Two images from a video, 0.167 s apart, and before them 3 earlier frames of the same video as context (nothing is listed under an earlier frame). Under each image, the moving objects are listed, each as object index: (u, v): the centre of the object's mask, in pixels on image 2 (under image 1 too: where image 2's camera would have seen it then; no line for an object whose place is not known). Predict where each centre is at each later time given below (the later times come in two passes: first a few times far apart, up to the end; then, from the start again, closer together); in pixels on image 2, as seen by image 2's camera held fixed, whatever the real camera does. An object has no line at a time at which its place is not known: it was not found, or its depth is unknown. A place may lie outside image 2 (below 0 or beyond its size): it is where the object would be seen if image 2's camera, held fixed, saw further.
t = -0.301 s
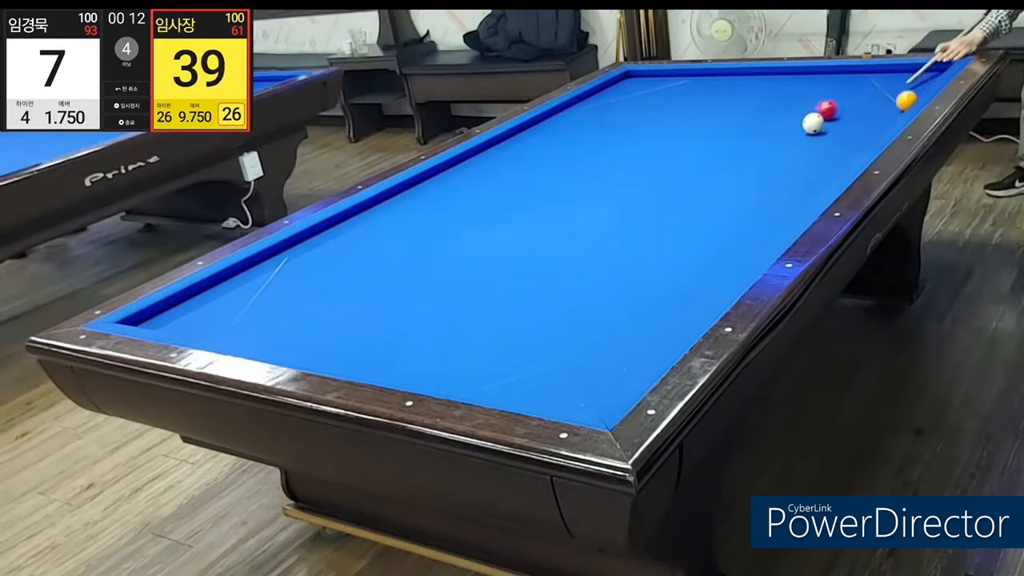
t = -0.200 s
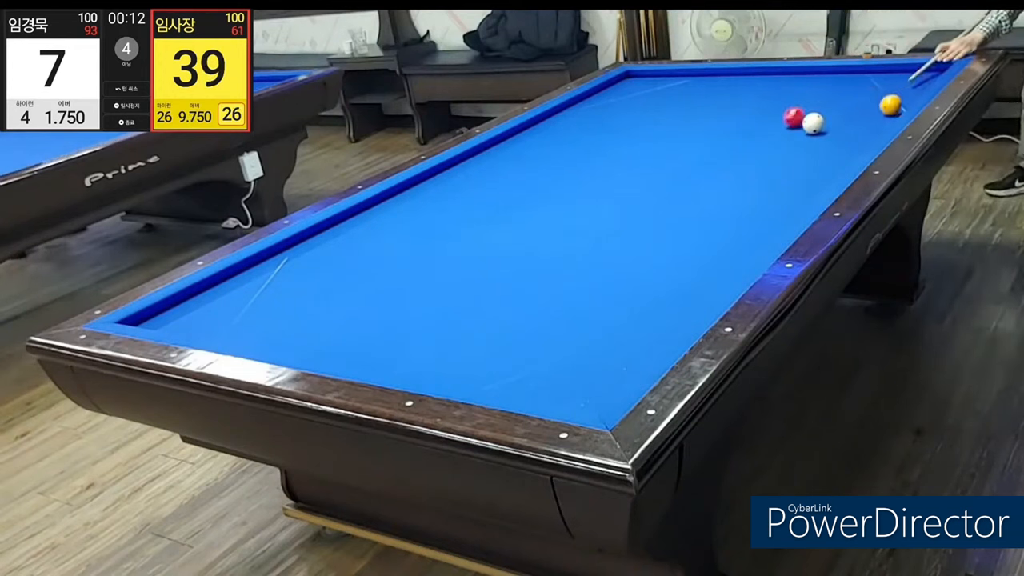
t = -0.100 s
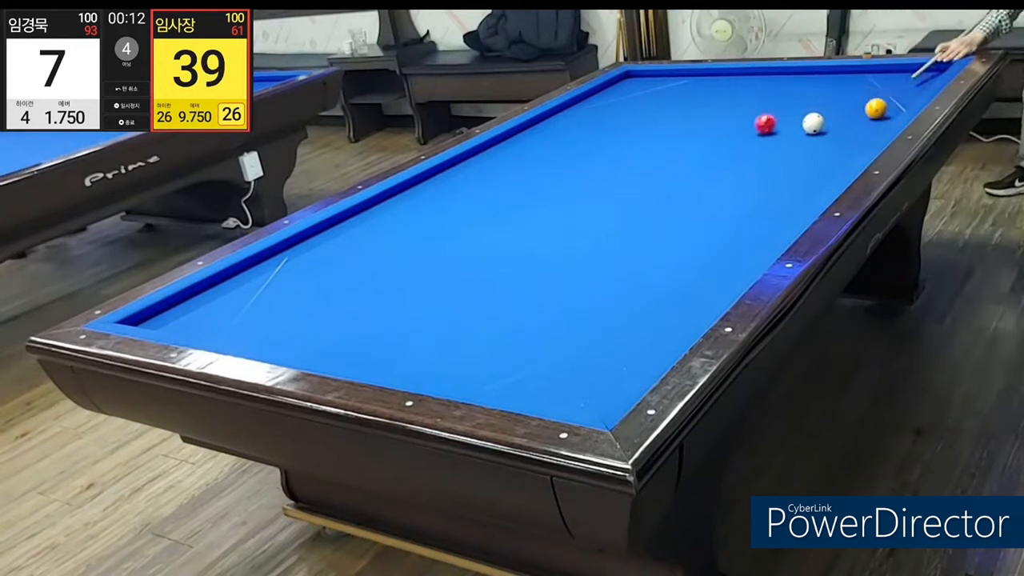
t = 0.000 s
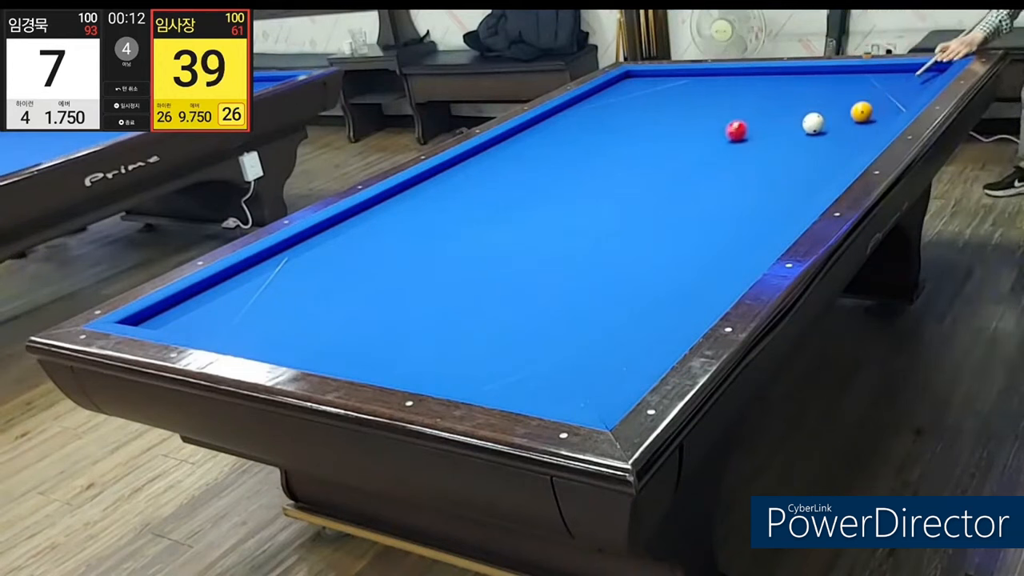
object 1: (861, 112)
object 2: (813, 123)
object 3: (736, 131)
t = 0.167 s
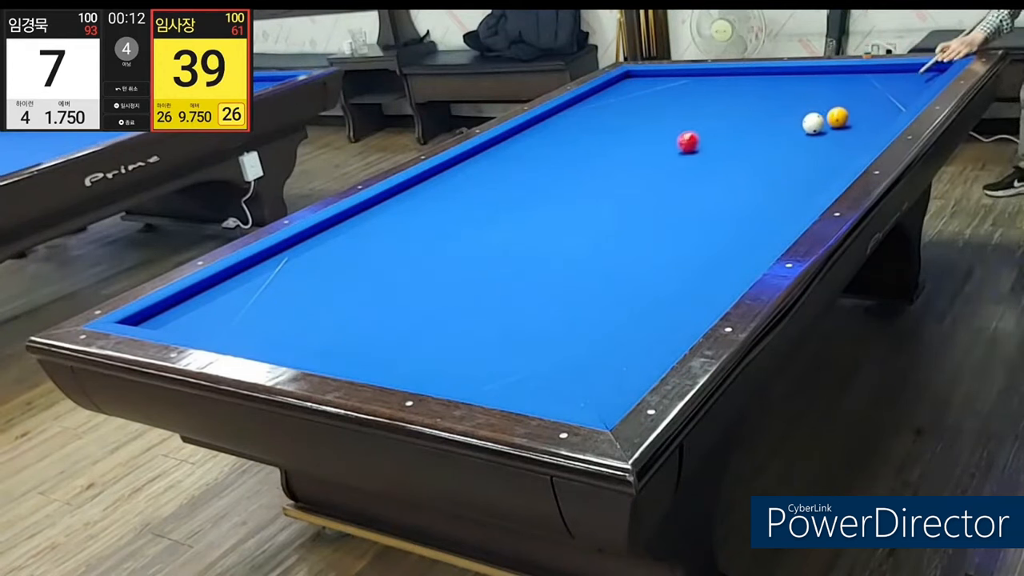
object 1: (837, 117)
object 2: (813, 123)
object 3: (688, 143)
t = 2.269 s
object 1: (774, 126)
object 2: (643, 169)
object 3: (252, 315)
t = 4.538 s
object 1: (771, 126)
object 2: (514, 203)
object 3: (549, 265)
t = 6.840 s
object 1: (771, 126)
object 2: (470, 213)
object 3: (769, 216)
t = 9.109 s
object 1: (771, 126)
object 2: (470, 213)
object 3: (781, 196)
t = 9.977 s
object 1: (771, 126)
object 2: (470, 213)
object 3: (781, 194)
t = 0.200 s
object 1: (833, 118)
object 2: (812, 123)
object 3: (678, 145)
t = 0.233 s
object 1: (831, 119)
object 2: (810, 124)
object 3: (668, 147)
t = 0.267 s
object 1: (829, 119)
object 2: (806, 125)
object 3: (658, 150)
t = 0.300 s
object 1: (828, 119)
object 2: (803, 126)
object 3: (648, 152)
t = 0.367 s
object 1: (825, 120)
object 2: (797, 128)
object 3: (628, 157)
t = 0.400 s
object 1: (824, 120)
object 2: (794, 129)
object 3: (618, 159)
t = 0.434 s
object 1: (823, 120)
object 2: (791, 129)
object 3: (608, 161)
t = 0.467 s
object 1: (821, 120)
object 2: (788, 130)
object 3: (598, 164)
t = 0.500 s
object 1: (820, 120)
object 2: (785, 131)
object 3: (588, 166)
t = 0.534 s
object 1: (819, 120)
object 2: (782, 131)
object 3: (578, 169)
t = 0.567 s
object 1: (818, 121)
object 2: (779, 132)
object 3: (568, 171)
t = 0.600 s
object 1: (816, 121)
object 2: (776, 133)
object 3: (558, 174)
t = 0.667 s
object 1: (814, 121)
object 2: (771, 135)
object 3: (538, 178)
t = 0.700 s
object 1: (813, 121)
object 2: (768, 136)
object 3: (528, 181)
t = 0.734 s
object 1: (811, 121)
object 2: (765, 136)
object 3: (517, 183)
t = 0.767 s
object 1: (810, 122)
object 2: (762, 137)
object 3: (507, 186)
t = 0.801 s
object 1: (809, 122)
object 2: (759, 138)
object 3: (497, 188)
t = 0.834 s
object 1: (808, 122)
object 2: (756, 139)
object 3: (487, 190)
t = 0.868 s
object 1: (807, 122)
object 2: (754, 139)
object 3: (476, 193)
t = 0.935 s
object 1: (804, 123)
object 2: (748, 141)
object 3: (455, 197)
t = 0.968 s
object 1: (803, 123)
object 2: (745, 141)
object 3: (446, 199)
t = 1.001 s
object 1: (802, 123)
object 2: (742, 142)
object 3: (435, 202)
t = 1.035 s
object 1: (801, 123)
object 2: (740, 143)
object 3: (424, 204)
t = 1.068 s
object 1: (800, 123)
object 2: (737, 144)
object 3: (413, 207)
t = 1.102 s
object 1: (799, 123)
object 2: (734, 144)
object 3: (403, 209)
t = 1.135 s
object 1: (798, 123)
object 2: (731, 145)
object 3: (392, 212)
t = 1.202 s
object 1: (796, 124)
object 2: (726, 147)
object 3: (371, 216)
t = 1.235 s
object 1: (795, 124)
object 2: (723, 147)
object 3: (360, 218)
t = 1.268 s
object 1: (794, 124)
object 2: (720, 148)
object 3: (349, 221)
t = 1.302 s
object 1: (793, 124)
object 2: (717, 149)
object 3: (338, 224)
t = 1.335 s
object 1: (792, 124)
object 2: (715, 150)
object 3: (328, 226)
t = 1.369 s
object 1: (792, 124)
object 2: (712, 150)
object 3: (322, 228)
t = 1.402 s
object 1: (791, 124)
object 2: (709, 151)
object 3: (321, 232)
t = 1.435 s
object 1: (790, 124)
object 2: (707, 152)
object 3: (321, 234)
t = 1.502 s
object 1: (788, 125)
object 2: (701, 153)
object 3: (316, 239)
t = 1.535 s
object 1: (787, 125)
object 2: (699, 154)
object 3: (314, 243)
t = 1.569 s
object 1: (787, 125)
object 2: (696, 155)
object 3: (311, 245)
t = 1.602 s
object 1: (786, 125)
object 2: (693, 155)
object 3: (308, 248)
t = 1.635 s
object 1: (785, 125)
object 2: (691, 156)
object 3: (306, 251)
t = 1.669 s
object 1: (784, 125)
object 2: (688, 157)
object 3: (303, 254)
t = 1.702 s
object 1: (784, 125)
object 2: (686, 157)
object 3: (301, 257)
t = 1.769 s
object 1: (782, 125)
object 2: (680, 159)
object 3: (296, 263)
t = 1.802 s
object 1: (781, 126)
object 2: (678, 160)
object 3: (293, 266)
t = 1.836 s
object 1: (781, 126)
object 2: (675, 160)
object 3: (291, 270)
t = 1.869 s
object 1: (780, 126)
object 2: (673, 161)
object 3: (288, 273)
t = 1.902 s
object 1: (780, 126)
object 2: (670, 162)
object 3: (285, 276)
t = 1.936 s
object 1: (779, 126)
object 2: (668, 162)
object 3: (282, 279)
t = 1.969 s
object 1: (778, 126)
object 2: (665, 163)
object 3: (280, 282)
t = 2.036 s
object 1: (777, 126)
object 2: (660, 164)
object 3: (273, 290)
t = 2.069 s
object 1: (777, 126)
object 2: (657, 165)
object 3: (270, 293)
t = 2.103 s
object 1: (776, 126)
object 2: (655, 166)
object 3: (268, 296)
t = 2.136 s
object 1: (776, 126)
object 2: (653, 166)
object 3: (264, 300)
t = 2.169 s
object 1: (776, 126)
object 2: (650, 167)
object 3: (261, 304)
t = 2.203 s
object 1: (775, 126)
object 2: (648, 168)
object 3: (258, 307)
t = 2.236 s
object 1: (775, 126)
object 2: (645, 168)
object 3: (255, 311)
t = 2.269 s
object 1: (774, 126)
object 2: (643, 169)
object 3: (252, 315)
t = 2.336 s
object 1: (774, 126)
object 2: (638, 170)
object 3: (245, 322)
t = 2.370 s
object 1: (773, 126)
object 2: (636, 171)
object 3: (242, 326)
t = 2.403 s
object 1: (773, 126)
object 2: (633, 172)
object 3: (239, 330)
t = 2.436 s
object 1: (773, 126)
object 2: (631, 172)
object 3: (235, 333)
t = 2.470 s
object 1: (773, 126)
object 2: (629, 173)
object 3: (232, 334)
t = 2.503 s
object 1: (772, 126)
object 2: (626, 173)
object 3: (231, 336)
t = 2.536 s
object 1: (772, 126)
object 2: (624, 174)
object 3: (238, 336)
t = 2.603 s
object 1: (772, 126)
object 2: (619, 175)
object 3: (252, 335)
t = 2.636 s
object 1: (771, 126)
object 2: (617, 176)
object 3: (258, 333)
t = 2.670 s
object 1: (771, 126)
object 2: (615, 176)
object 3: (264, 332)
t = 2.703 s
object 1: (771, 126)
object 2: (613, 177)
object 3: (270, 330)
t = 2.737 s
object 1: (771, 126)
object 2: (610, 178)
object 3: (277, 329)
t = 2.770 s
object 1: (771, 126)
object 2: (608, 178)
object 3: (283, 327)
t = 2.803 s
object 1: (771, 126)
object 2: (606, 179)
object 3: (289, 326)
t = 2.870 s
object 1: (771, 126)
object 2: (602, 180)
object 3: (301, 323)
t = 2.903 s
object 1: (771, 126)
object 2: (599, 180)
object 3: (306, 322)
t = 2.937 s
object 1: (771, 126)
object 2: (597, 181)
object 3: (312, 320)
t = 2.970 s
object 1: (771, 126)
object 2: (595, 182)
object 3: (318, 319)
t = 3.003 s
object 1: (771, 126)
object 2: (593, 182)
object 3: (324, 318)
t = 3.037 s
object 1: (771, 126)
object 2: (591, 183)
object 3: (330, 316)
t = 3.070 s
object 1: (771, 126)
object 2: (589, 183)
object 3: (335, 315)
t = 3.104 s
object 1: (771, 126)
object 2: (587, 184)
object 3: (341, 313)
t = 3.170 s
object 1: (771, 126)
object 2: (583, 185)
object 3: (353, 311)
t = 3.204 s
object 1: (771, 126)
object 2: (581, 186)
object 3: (358, 309)
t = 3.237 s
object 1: (771, 126)
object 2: (579, 186)
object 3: (363, 308)
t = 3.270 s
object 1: (771, 126)
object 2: (577, 186)
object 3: (369, 307)
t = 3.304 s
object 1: (771, 126)
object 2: (575, 187)
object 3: (374, 305)
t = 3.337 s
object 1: (771, 126)
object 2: (573, 187)
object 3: (380, 304)
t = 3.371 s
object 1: (771, 126)
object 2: (571, 188)
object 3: (385, 303)
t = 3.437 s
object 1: (771, 126)
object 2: (567, 189)
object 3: (396, 301)
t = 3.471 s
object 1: (771, 126)
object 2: (565, 189)
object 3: (401, 299)
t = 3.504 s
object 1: (771, 126)
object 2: (564, 190)
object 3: (406, 298)
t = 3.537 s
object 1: (771, 126)
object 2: (562, 191)
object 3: (411, 297)
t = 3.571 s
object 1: (771, 126)
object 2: (560, 191)
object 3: (416, 296)
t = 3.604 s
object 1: (771, 126)
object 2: (558, 191)
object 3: (422, 294)
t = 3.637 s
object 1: (771, 126)
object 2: (556, 192)
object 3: (426, 294)
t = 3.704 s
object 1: (771, 126)
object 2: (553, 193)
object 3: (436, 291)
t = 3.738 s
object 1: (771, 126)
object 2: (551, 193)
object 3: (441, 290)
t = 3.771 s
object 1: (771, 126)
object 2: (549, 194)
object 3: (446, 288)
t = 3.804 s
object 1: (771, 126)
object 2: (548, 194)
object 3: (451, 288)
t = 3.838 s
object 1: (771, 126)
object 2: (546, 195)
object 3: (456, 287)
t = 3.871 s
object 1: (771, 126)
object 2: (544, 195)
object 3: (461, 285)
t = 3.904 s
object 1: (771, 126)
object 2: (543, 196)
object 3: (465, 284)
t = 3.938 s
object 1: (771, 126)
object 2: (541, 196)
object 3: (470, 283)
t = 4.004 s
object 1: (771, 126)
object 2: (538, 197)
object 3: (479, 281)
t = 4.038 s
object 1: (771, 126)
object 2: (536, 197)
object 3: (484, 280)
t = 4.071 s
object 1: (771, 126)
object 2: (535, 198)
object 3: (488, 279)
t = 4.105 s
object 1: (771, 126)
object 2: (533, 198)
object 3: (493, 278)
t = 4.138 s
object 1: (771, 126)
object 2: (531, 199)
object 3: (497, 277)
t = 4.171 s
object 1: (771, 126)
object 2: (530, 199)
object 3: (502, 276)
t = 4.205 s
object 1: (771, 126)
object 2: (528, 199)
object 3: (506, 275)
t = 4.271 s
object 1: (771, 126)
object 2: (526, 200)
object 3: (515, 273)
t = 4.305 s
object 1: (771, 126)
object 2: (524, 200)
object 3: (520, 272)
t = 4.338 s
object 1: (771, 126)
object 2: (522, 201)
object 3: (524, 270)
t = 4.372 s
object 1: (771, 126)
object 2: (521, 201)
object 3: (528, 270)
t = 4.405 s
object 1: (771, 126)
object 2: (520, 202)
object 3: (532, 269)
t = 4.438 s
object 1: (771, 126)
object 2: (518, 202)
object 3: (537, 268)
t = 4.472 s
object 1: (771, 126)
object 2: (517, 202)
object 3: (541, 267)
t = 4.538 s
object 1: (771, 126)
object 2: (514, 203)
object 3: (549, 265)
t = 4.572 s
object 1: (771, 126)
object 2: (513, 203)
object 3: (553, 264)
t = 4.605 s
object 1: (771, 126)
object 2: (512, 204)
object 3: (557, 263)
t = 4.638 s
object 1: (771, 126)
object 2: (510, 204)
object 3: (561, 262)
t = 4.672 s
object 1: (771, 126)
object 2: (509, 204)
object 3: (565, 262)
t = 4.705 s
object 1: (771, 126)
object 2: (508, 205)
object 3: (569, 260)
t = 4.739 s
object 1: (771, 126)
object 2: (507, 205)
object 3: (573, 259)
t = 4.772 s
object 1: (771, 126)
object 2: (505, 205)
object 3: (577, 259)
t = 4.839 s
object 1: (771, 126)
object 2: (503, 206)
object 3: (585, 257)
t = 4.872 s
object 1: (771, 126)
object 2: (502, 206)
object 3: (589, 256)
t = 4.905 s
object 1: (771, 126)
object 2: (501, 206)
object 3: (592, 255)
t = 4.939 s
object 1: (771, 126)
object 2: (500, 207)
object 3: (596, 254)
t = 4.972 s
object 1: (771, 126)
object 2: (499, 207)
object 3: (600, 253)
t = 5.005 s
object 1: (771, 126)
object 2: (498, 207)
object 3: (604, 253)
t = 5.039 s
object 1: (771, 126)
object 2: (497, 208)
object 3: (607, 252)
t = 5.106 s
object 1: (771, 126)
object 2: (495, 208)
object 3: (615, 250)
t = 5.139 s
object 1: (771, 126)
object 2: (494, 208)
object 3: (618, 249)
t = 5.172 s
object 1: (771, 126)
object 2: (493, 209)
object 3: (622, 248)
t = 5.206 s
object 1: (771, 126)
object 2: (492, 209)
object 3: (626, 248)
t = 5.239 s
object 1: (771, 126)
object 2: (491, 209)
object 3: (629, 247)
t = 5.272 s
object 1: (771, 126)
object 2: (490, 209)
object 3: (633, 246)
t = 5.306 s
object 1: (771, 126)
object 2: (489, 209)
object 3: (636, 245)
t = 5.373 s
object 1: (771, 126)
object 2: (487, 210)
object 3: (643, 244)
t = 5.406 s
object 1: (771, 126)
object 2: (486, 210)
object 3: (646, 243)
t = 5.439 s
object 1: (771, 126)
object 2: (485, 210)
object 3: (650, 242)
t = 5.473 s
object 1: (771, 126)
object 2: (485, 210)
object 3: (653, 242)
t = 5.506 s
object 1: (771, 126)
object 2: (484, 210)
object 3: (656, 241)
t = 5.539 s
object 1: (771, 126)
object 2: (483, 211)
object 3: (660, 240)
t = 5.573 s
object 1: (771, 126)
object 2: (482, 211)
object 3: (663, 239)
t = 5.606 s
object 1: (771, 126)
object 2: (481, 211)
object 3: (666, 239)
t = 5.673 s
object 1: (771, 126)
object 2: (480, 211)
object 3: (672, 237)
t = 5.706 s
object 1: (771, 126)
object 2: (479, 211)
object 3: (676, 237)
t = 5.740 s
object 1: (771, 126)
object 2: (479, 212)
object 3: (679, 236)
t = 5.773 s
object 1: (771, 126)
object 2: (478, 212)
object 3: (682, 235)
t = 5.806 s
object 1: (771, 126)
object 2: (477, 212)
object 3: (685, 234)
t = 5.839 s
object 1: (771, 126)
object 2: (477, 212)
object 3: (688, 234)
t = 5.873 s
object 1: (771, 126)
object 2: (476, 212)
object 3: (691, 233)
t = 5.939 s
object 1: (771, 126)
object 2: (475, 212)
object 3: (698, 231)
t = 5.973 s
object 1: (771, 126)
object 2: (475, 212)
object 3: (701, 231)
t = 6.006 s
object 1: (771, 126)
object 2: (474, 213)
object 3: (703, 230)
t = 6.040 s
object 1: (771, 126)
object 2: (474, 213)
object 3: (706, 230)
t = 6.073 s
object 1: (771, 126)
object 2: (473, 213)
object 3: (709, 229)
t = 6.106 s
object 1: (771, 126)
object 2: (473, 213)
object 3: (712, 228)
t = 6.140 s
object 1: (771, 126)
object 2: (473, 213)
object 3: (715, 228)
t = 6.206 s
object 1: (771, 126)
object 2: (472, 213)
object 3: (720, 227)
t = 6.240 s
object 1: (771, 126)
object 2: (472, 213)
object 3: (723, 226)
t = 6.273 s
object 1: (771, 126)
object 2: (471, 213)
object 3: (726, 225)
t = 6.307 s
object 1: (771, 126)
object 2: (471, 213)
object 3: (728, 225)
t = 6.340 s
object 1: (771, 126)
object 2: (471, 213)
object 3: (731, 224)
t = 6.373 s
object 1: (771, 126)
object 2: (471, 213)
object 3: (734, 224)
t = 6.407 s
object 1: (771, 126)
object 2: (470, 213)
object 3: (736, 223)
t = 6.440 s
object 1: (771, 126)
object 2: (470, 213)
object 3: (739, 223)
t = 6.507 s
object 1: (771, 126)
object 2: (470, 213)
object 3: (744, 221)
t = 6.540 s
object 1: (771, 126)
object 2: (470, 213)
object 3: (747, 221)
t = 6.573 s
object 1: (771, 126)
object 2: (470, 213)
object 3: (749, 220)
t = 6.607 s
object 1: (771, 126)
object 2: (470, 213)
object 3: (751, 220)
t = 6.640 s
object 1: (771, 126)
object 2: (470, 213)
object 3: (754, 219)
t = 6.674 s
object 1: (771, 126)
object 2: (469, 213)
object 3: (756, 219)
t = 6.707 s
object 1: (771, 126)
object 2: (470, 213)
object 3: (759, 218)
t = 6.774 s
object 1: (771, 126)
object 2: (470, 213)
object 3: (764, 217)
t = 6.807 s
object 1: (771, 126)
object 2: (470, 213)
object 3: (766, 217)
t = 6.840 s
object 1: (771, 126)
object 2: (470, 213)
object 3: (769, 216)
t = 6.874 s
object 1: (771, 126)
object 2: (470, 213)
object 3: (771, 215)
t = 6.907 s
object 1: (771, 126)
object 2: (470, 213)
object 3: (773, 215)
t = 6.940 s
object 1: (771, 126)
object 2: (470, 213)
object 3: (775, 215)
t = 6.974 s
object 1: (771, 126)
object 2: (470, 213)
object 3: (777, 214)
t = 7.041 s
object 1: (771, 126)
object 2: (470, 213)
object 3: (782, 213)
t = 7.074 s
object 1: (771, 126)
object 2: (470, 213)
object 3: (784, 212)
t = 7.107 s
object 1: (771, 126)
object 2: (470, 213)
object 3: (786, 212)
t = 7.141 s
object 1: (771, 126)
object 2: (470, 213)
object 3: (787, 211)
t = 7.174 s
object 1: (771, 126)
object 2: (470, 213)
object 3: (789, 210)
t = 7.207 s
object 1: (771, 126)
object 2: (470, 214)
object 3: (791, 209)
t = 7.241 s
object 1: (771, 126)
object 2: (470, 214)
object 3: (792, 208)
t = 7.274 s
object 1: (771, 126)
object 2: (470, 213)
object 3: (792, 208)
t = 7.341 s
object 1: (771, 126)
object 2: (470, 214)
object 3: (791, 208)
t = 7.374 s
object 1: (771, 126)
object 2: (470, 214)
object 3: (791, 207)
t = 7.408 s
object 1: (771, 126)
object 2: (470, 214)
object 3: (791, 207)
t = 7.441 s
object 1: (771, 126)
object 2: (470, 213)
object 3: (791, 207)
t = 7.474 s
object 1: (771, 126)
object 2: (470, 213)
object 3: (791, 206)
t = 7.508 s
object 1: (771, 126)
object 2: (470, 213)
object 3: (790, 206)
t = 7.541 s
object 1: (771, 126)
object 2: (470, 213)
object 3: (790, 206)
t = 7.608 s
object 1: (771, 126)
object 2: (470, 213)
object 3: (789, 206)
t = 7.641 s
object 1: (771, 126)
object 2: (470, 213)
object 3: (789, 205)
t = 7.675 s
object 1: (771, 126)
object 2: (470, 213)
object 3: (789, 205)
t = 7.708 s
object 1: (771, 126)
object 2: (470, 213)
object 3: (789, 205)
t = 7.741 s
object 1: (771, 126)
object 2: (470, 213)
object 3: (788, 205)
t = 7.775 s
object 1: (771, 126)
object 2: (470, 213)
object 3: (788, 204)
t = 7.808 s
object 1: (771, 126)
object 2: (470, 213)
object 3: (788, 204)
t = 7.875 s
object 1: (771, 126)
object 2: (470, 213)
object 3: (787, 203)
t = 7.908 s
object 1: (771, 126)
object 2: (470, 213)
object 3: (787, 203)
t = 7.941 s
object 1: (771, 126)
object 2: (470, 213)
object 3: (787, 203)
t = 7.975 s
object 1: (771, 126)
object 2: (470, 213)
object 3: (786, 203)
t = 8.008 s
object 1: (771, 126)
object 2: (470, 213)
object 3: (786, 202)
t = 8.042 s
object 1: (771, 126)
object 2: (470, 213)
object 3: (786, 202)
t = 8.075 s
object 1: (771, 126)
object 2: (470, 213)
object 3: (786, 202)
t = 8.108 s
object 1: (771, 126)
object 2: (470, 213)
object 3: (785, 201)
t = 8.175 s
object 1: (771, 126)
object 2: (470, 213)
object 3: (785, 201)
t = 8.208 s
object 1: (771, 126)
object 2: (470, 213)
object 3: (784, 201)
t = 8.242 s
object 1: (771, 126)
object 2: (470, 213)
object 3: (784, 200)
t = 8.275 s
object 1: (771, 126)
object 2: (470, 213)
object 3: (784, 200)
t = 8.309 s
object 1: (771, 126)
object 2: (470, 213)
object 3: (784, 200)
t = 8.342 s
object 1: (771, 126)
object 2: (470, 213)
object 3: (784, 200)
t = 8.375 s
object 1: (771, 126)
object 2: (470, 213)
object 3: (784, 199)
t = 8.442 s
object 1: (771, 126)
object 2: (470, 213)
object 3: (784, 199)
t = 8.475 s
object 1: (771, 126)
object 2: (470, 213)
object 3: (783, 199)
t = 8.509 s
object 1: (771, 126)
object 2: (470, 213)
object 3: (783, 199)
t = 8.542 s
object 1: (771, 126)
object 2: (470, 213)
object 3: (783, 198)
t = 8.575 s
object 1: (771, 126)
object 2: (470, 213)
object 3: (783, 198)
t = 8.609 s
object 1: (771, 126)
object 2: (470, 213)
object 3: (783, 198)
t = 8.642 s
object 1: (771, 126)
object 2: (470, 213)
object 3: (783, 198)
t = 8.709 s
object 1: (771, 126)
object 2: (470, 213)
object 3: (782, 197)
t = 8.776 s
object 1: (771, 126)
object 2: (470, 213)
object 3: (782, 197)
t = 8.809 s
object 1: (771, 126)
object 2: (470, 213)
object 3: (782, 197)
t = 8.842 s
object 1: (771, 126)
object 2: (470, 213)
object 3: (782, 197)
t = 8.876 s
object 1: (771, 126)
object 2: (470, 213)
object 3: (782, 196)
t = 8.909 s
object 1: (771, 126)
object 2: (470, 213)
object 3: (782, 196)
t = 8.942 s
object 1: (771, 126)
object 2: (470, 213)
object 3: (782, 196)
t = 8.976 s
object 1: (771, 126)
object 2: (470, 213)
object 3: (781, 196)
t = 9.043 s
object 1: (771, 126)
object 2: (470, 213)
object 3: (781, 196)
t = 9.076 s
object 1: (771, 126)
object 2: (470, 213)
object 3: (781, 196)
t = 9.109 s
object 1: (771, 126)
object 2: (470, 213)
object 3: (781, 196)
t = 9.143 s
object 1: (771, 126)
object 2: (470, 213)
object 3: (781, 196)
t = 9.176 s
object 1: (771, 126)
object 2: (470, 213)
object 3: (781, 195)
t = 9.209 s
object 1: (771, 126)
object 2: (470, 213)
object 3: (781, 195)
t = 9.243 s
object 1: (771, 126)
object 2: (470, 213)
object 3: (781, 195)
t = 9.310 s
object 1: (771, 126)
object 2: (470, 213)
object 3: (781, 195)
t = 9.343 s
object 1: (771, 126)
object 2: (470, 213)
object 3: (781, 195)
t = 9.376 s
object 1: (771, 126)
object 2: (470, 213)
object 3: (781, 195)
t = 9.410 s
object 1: (771, 126)
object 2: (470, 213)
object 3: (781, 195)
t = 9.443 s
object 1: (771, 126)
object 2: (470, 213)
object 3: (781, 195)
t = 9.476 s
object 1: (771, 126)
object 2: (470, 213)
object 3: (781, 195)
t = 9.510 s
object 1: (771, 126)
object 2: (470, 213)
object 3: (781, 194)
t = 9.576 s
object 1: (771, 126)
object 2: (470, 213)
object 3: (781, 194)
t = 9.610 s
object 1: (771, 126)
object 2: (470, 213)
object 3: (781, 194)
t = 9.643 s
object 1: (771, 126)
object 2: (470, 213)
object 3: (781, 195)
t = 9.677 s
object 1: (771, 126)
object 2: (470, 213)
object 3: (780, 195)
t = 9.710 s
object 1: (771, 126)
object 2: (470, 213)
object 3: (781, 194)
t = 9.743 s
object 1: (771, 126)
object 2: (470, 213)
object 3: (781, 194)
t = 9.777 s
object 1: (771, 126)
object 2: (470, 213)
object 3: (781, 194)
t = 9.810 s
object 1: (771, 126)
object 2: (470, 213)
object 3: (781, 194)
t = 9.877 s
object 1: (771, 126)
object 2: (470, 213)
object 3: (781, 194)
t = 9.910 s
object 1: (771, 126)
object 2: (470, 213)
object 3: (781, 194)
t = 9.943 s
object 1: (771, 126)
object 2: (470, 213)
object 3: (780, 194)
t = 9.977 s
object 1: (771, 126)
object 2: (470, 213)
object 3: (781, 194)
